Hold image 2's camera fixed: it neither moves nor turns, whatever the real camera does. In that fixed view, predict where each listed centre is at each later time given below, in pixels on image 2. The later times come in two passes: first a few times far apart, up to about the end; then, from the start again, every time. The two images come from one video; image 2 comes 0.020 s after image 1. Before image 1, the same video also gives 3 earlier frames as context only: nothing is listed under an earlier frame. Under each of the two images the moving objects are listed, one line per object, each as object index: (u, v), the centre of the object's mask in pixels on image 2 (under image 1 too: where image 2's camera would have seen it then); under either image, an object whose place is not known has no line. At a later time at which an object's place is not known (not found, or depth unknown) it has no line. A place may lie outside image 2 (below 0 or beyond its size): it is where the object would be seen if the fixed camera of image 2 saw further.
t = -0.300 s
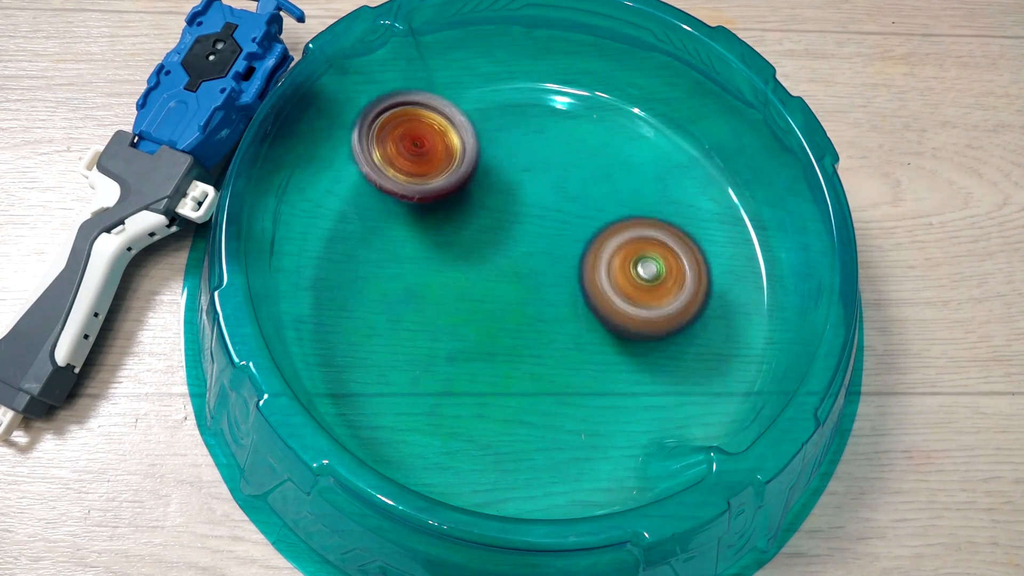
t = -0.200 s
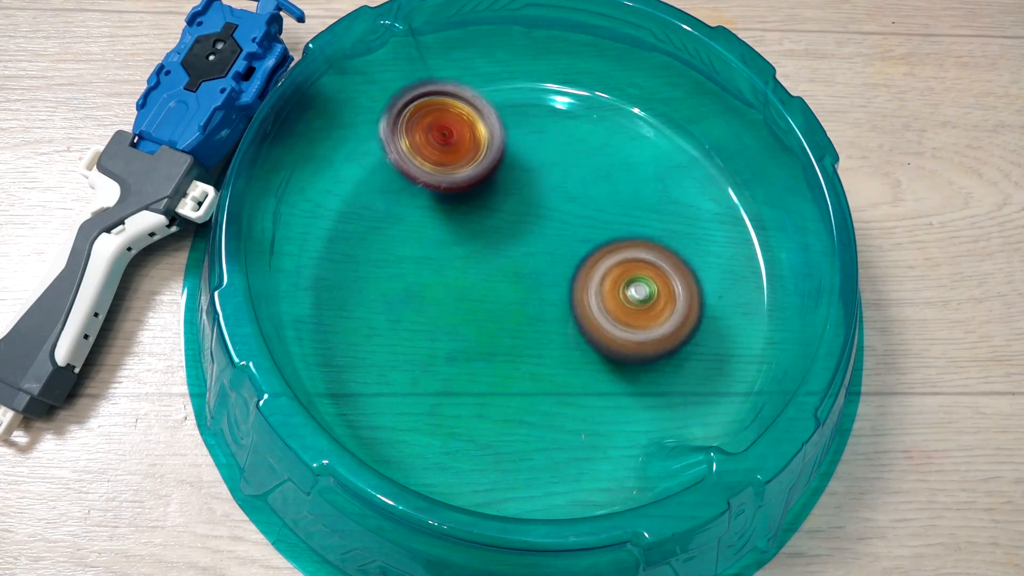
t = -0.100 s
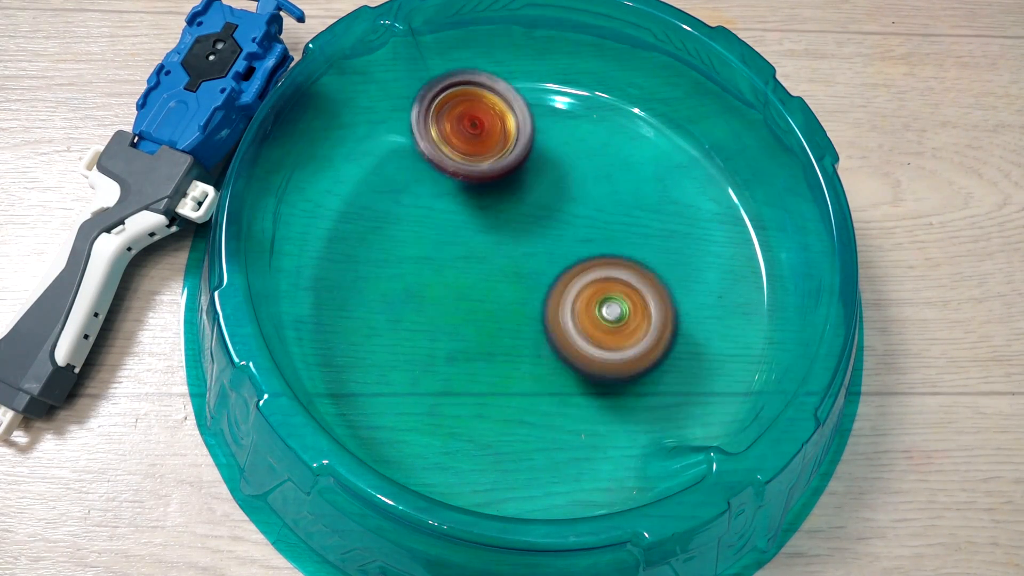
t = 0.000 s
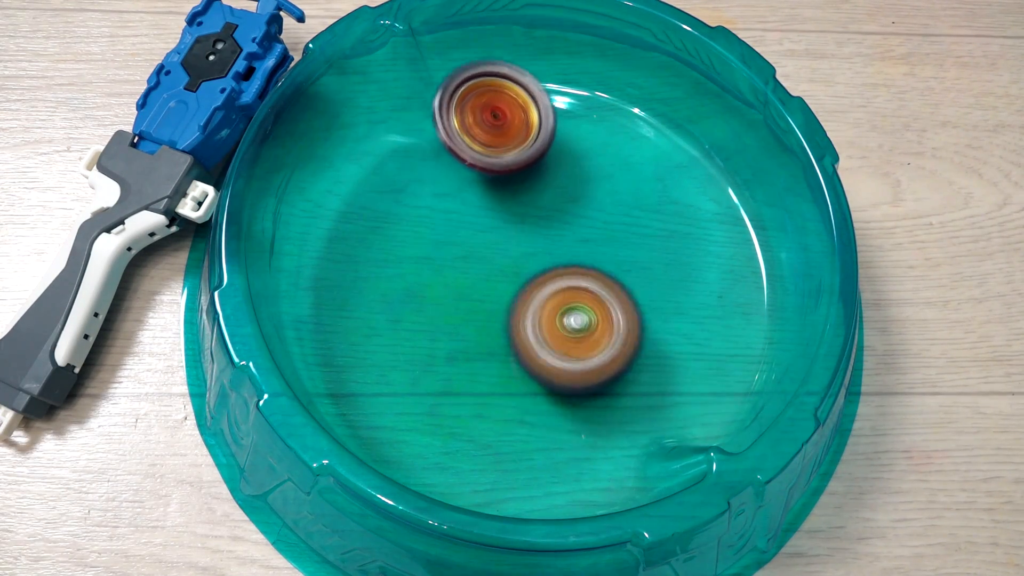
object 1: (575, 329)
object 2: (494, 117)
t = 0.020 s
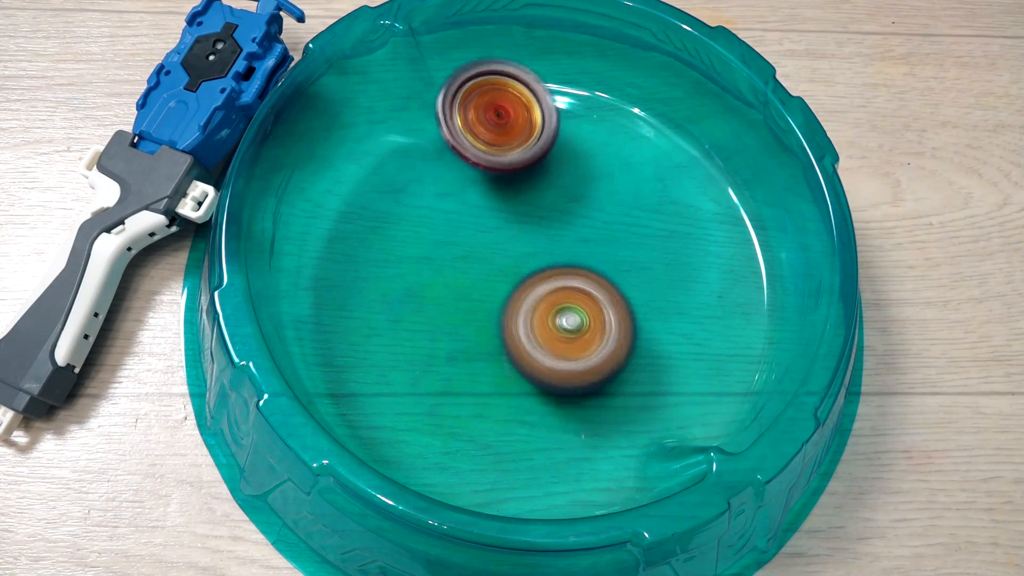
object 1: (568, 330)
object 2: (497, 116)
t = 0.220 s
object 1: (511, 304)
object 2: (520, 118)
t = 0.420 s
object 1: (462, 252)
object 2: (546, 138)
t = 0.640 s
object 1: (410, 269)
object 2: (615, 121)
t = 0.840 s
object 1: (432, 255)
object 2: (646, 149)
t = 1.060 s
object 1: (491, 238)
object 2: (649, 199)
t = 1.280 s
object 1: (456, 257)
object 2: (720, 248)
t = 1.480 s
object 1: (427, 265)
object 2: (707, 285)
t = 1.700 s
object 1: (467, 250)
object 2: (629, 315)
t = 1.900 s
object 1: (494, 224)
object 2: (565, 371)
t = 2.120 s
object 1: (522, 214)
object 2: (519, 424)
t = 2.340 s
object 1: (530, 238)
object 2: (492, 412)
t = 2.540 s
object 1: (521, 245)
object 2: (462, 379)
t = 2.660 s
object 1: (518, 214)
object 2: (429, 368)
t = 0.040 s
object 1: (561, 330)
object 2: (500, 115)
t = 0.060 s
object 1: (554, 329)
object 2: (503, 114)
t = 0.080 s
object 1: (548, 327)
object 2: (506, 114)
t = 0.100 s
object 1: (542, 325)
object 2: (508, 114)
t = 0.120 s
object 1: (536, 323)
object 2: (510, 113)
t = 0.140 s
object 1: (531, 320)
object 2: (512, 113)
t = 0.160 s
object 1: (525, 317)
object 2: (514, 114)
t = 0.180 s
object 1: (521, 313)
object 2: (516, 115)
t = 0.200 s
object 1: (516, 309)
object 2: (518, 116)
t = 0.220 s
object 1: (511, 304)
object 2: (520, 118)
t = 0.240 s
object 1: (506, 299)
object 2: (522, 120)
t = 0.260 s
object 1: (502, 294)
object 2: (523, 122)
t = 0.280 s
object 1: (497, 288)
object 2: (525, 124)
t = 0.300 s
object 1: (492, 282)
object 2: (527, 127)
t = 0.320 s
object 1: (487, 276)
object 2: (529, 130)
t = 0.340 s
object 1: (482, 269)
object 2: (531, 133)
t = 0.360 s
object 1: (478, 261)
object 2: (533, 137)
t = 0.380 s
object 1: (475, 254)
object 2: (536, 140)
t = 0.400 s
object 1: (470, 250)
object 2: (539, 142)
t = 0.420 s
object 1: (462, 252)
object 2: (546, 138)
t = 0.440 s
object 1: (453, 255)
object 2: (554, 133)
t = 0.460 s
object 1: (445, 258)
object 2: (562, 129)
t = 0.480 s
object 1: (438, 261)
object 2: (569, 126)
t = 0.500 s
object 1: (432, 263)
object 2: (576, 124)
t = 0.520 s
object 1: (427, 265)
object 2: (582, 122)
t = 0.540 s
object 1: (422, 266)
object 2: (588, 121)
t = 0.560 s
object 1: (418, 267)
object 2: (594, 120)
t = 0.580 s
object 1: (415, 268)
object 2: (600, 119)
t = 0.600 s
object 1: (413, 269)
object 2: (605, 119)
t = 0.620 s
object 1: (411, 269)
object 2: (610, 120)
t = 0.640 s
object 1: (410, 269)
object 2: (615, 121)
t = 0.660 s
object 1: (409, 267)
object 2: (620, 123)
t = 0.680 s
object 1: (409, 267)
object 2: (624, 125)
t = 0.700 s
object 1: (410, 267)
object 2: (628, 126)
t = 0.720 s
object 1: (412, 266)
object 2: (632, 129)
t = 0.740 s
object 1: (414, 264)
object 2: (635, 131)
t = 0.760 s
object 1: (416, 262)
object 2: (637, 134)
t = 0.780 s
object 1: (419, 261)
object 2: (640, 137)
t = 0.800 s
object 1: (423, 260)
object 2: (642, 141)
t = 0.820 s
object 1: (427, 256)
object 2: (644, 145)
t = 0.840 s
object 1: (432, 255)
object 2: (646, 149)
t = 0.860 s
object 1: (437, 253)
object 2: (647, 152)
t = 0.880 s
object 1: (441, 250)
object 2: (648, 157)
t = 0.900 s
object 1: (447, 249)
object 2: (649, 161)
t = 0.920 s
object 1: (452, 246)
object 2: (650, 166)
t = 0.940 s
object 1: (458, 245)
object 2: (650, 171)
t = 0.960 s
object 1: (464, 244)
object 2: (650, 176)
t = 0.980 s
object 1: (470, 242)
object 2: (650, 180)
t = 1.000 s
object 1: (475, 240)
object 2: (650, 185)
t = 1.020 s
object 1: (480, 240)
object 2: (650, 190)
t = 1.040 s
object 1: (486, 239)
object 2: (649, 194)
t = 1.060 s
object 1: (491, 238)
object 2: (649, 199)
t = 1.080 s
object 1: (497, 239)
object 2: (649, 204)
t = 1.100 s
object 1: (503, 239)
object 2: (648, 209)
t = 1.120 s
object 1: (508, 239)
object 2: (648, 214)
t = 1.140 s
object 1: (513, 240)
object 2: (647, 218)
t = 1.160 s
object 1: (511, 242)
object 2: (654, 224)
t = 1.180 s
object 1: (499, 243)
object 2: (669, 228)
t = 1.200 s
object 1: (489, 246)
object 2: (682, 232)
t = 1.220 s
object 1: (480, 249)
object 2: (693, 235)
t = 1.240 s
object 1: (471, 252)
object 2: (703, 239)
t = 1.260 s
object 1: (462, 253)
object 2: (711, 244)
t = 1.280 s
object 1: (456, 257)
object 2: (720, 248)
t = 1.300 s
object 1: (450, 259)
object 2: (727, 253)
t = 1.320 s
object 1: (444, 261)
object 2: (734, 257)
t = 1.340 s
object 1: (439, 263)
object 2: (736, 261)
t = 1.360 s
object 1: (435, 265)
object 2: (733, 264)
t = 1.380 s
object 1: (431, 264)
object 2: (729, 267)
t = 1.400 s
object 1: (429, 266)
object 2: (725, 271)
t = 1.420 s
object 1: (428, 267)
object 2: (721, 275)
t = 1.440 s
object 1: (426, 266)
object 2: (716, 278)
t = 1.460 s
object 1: (427, 267)
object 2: (712, 282)
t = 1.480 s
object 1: (427, 265)
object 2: (707, 285)
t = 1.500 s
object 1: (429, 265)
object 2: (701, 288)
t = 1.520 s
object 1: (430, 264)
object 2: (696, 290)
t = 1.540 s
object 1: (433, 263)
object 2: (689, 292)
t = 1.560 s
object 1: (436, 261)
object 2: (682, 295)
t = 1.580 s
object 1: (440, 261)
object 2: (675, 298)
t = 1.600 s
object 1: (444, 258)
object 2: (667, 301)
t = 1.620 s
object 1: (449, 257)
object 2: (660, 303)
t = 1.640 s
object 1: (452, 254)
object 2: (652, 306)
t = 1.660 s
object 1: (458, 253)
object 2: (645, 309)
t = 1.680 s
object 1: (463, 252)
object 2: (637, 312)
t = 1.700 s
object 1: (467, 250)
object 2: (629, 315)
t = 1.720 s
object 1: (472, 249)
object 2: (620, 318)
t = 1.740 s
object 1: (477, 248)
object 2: (611, 322)
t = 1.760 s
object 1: (481, 246)
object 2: (602, 325)
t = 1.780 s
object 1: (487, 246)
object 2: (594, 329)
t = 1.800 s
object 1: (489, 242)
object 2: (589, 335)
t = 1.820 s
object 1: (489, 238)
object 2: (584, 342)
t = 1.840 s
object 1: (491, 235)
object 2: (580, 349)
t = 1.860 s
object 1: (491, 230)
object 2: (575, 356)
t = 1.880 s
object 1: (493, 228)
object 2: (570, 363)
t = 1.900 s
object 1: (494, 224)
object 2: (565, 371)
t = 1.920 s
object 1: (497, 222)
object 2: (560, 378)
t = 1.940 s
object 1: (499, 219)
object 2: (555, 385)
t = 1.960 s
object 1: (501, 217)
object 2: (550, 392)
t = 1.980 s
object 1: (504, 215)
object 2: (546, 398)
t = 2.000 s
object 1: (506, 214)
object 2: (542, 403)
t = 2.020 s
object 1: (509, 213)
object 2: (538, 407)
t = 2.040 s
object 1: (512, 212)
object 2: (533, 412)
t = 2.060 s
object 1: (515, 212)
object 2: (529, 416)
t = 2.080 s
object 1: (517, 211)
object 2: (526, 419)
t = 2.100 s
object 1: (520, 213)
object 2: (522, 422)
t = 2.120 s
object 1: (522, 214)
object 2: (519, 424)
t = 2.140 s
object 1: (524, 214)
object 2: (516, 425)
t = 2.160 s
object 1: (526, 216)
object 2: (513, 427)
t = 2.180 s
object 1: (528, 218)
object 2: (511, 427)
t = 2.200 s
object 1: (529, 220)
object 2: (508, 427)
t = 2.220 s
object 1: (530, 223)
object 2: (506, 426)
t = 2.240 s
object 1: (530, 225)
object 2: (504, 425)
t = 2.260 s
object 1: (531, 227)
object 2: (502, 423)
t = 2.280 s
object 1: (531, 230)
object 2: (499, 421)
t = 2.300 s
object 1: (531, 232)
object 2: (497, 419)
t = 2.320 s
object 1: (531, 235)
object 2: (494, 416)
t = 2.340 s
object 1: (530, 238)
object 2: (492, 412)
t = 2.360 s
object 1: (529, 240)
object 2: (491, 409)
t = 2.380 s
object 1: (528, 242)
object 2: (489, 405)
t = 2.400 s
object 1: (527, 246)
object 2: (487, 400)
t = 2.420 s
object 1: (525, 249)
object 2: (485, 395)
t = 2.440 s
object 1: (523, 251)
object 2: (483, 390)
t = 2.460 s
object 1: (521, 253)
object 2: (481, 385)
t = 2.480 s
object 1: (519, 256)
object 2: (479, 380)
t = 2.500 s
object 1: (517, 256)
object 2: (475, 376)
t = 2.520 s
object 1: (519, 252)
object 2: (469, 378)
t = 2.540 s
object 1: (521, 245)
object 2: (462, 379)
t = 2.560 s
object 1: (522, 239)
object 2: (454, 380)
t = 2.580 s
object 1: (522, 233)
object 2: (448, 379)
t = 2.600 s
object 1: (521, 228)
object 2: (443, 377)
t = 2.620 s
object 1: (521, 223)
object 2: (438, 375)
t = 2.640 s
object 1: (519, 219)
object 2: (433, 372)
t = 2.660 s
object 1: (518, 214)
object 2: (429, 368)
